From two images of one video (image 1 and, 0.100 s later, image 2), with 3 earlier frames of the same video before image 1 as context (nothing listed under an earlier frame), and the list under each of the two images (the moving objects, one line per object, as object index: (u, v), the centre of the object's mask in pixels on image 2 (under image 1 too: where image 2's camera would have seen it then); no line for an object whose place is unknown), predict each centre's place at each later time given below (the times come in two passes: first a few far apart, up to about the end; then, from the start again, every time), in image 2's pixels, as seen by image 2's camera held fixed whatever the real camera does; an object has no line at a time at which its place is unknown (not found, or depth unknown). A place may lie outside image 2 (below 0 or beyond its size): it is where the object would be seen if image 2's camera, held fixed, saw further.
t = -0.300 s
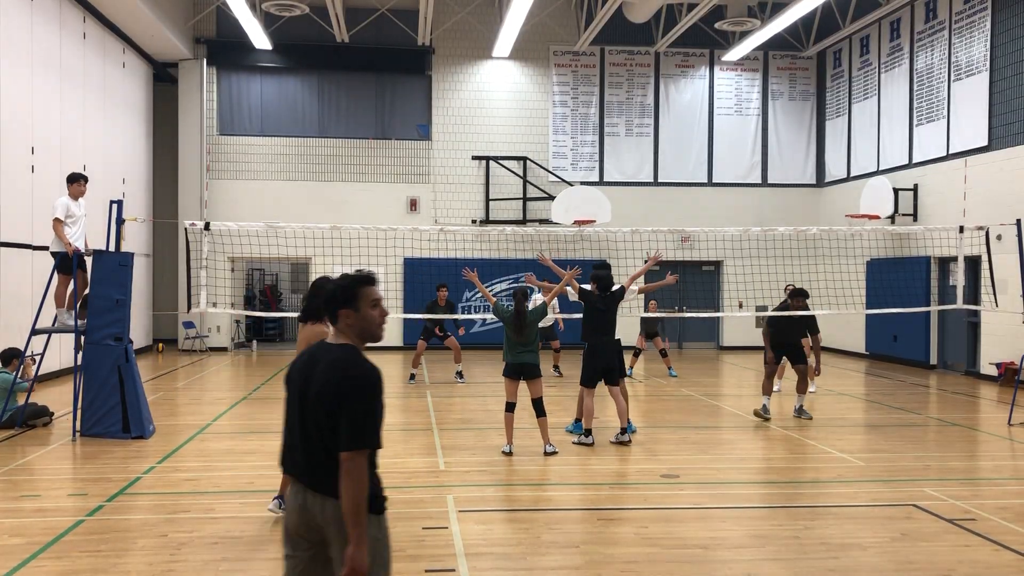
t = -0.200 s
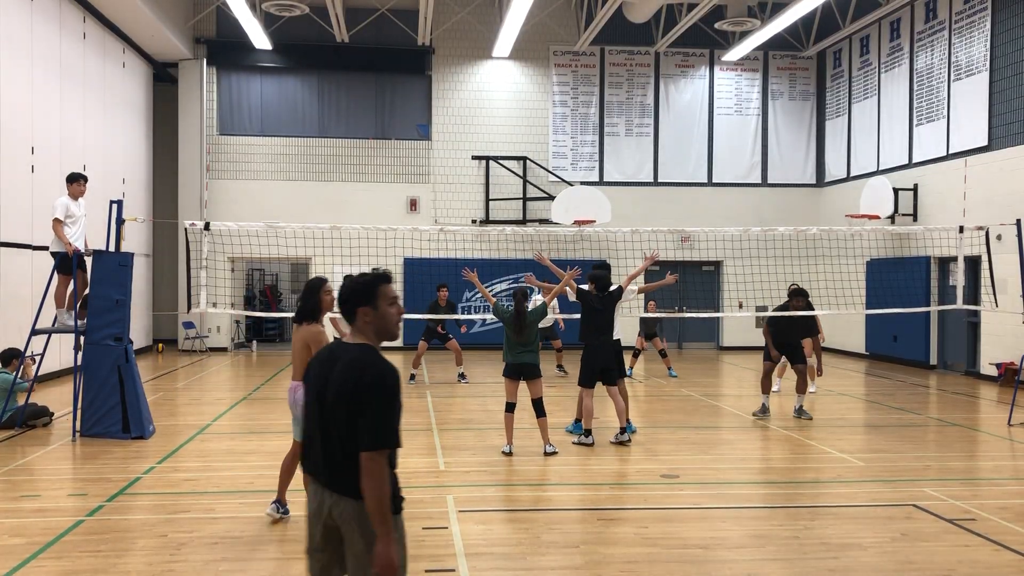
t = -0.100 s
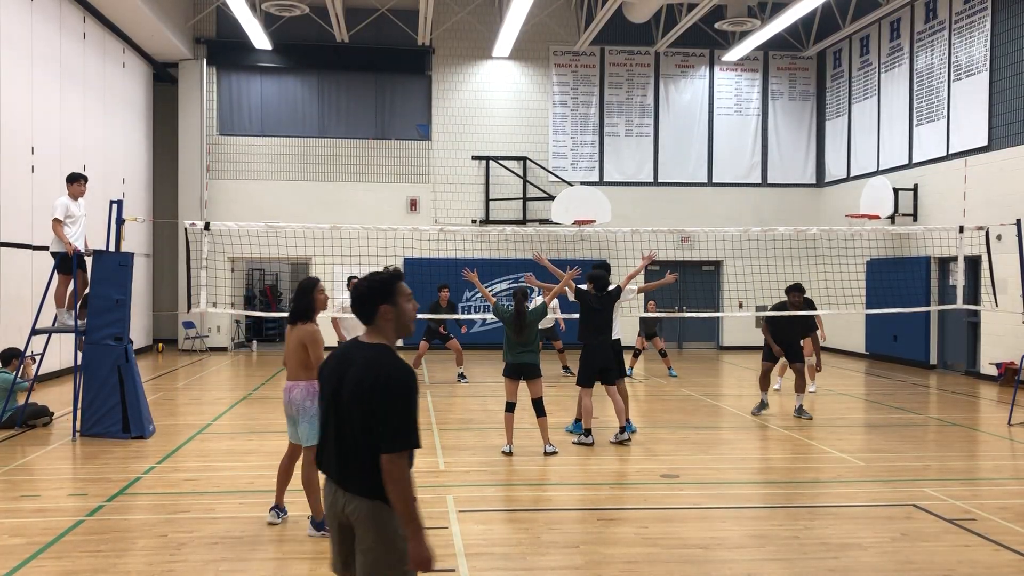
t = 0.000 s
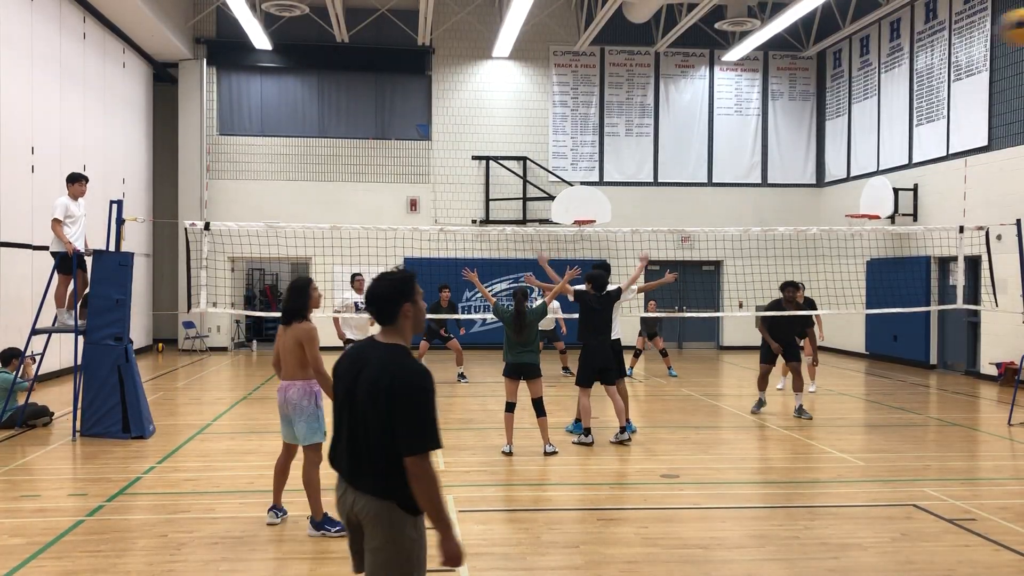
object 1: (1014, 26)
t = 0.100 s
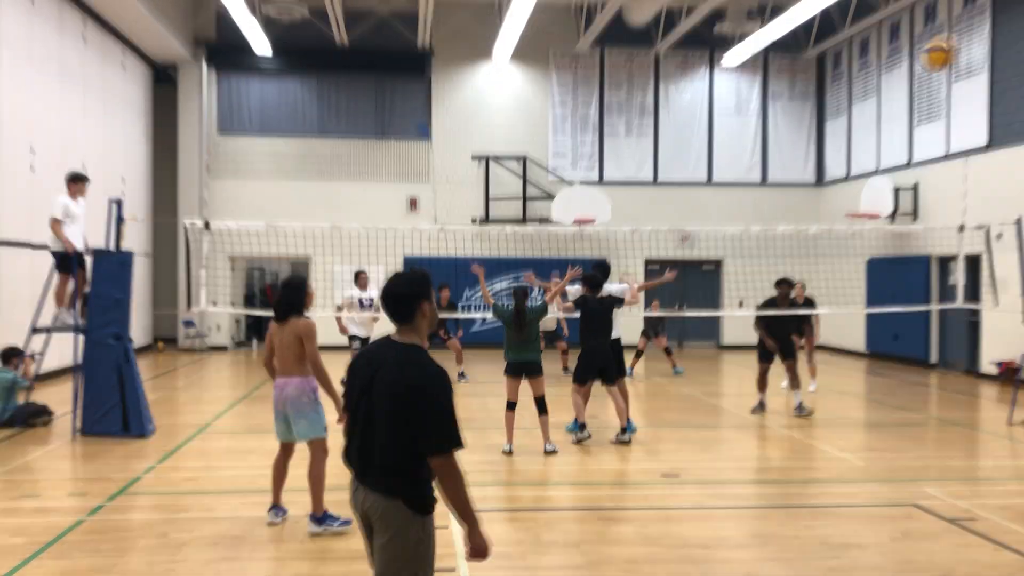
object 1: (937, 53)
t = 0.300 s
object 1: (842, 116)
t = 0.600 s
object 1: (768, 216)
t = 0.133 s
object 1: (918, 62)
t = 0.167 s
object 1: (902, 71)
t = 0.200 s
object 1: (884, 81)
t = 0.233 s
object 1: (869, 92)
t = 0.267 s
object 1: (855, 104)
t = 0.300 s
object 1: (842, 116)
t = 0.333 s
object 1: (831, 126)
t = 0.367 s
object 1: (820, 138)
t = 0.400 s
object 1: (811, 149)
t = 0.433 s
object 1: (801, 161)
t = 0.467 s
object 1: (793, 172)
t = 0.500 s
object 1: (786, 183)
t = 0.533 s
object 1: (780, 194)
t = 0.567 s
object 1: (773, 206)
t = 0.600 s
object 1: (768, 216)
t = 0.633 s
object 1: (764, 227)
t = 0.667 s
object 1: (759, 240)
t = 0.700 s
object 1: (756, 251)
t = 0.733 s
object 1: (752, 263)
